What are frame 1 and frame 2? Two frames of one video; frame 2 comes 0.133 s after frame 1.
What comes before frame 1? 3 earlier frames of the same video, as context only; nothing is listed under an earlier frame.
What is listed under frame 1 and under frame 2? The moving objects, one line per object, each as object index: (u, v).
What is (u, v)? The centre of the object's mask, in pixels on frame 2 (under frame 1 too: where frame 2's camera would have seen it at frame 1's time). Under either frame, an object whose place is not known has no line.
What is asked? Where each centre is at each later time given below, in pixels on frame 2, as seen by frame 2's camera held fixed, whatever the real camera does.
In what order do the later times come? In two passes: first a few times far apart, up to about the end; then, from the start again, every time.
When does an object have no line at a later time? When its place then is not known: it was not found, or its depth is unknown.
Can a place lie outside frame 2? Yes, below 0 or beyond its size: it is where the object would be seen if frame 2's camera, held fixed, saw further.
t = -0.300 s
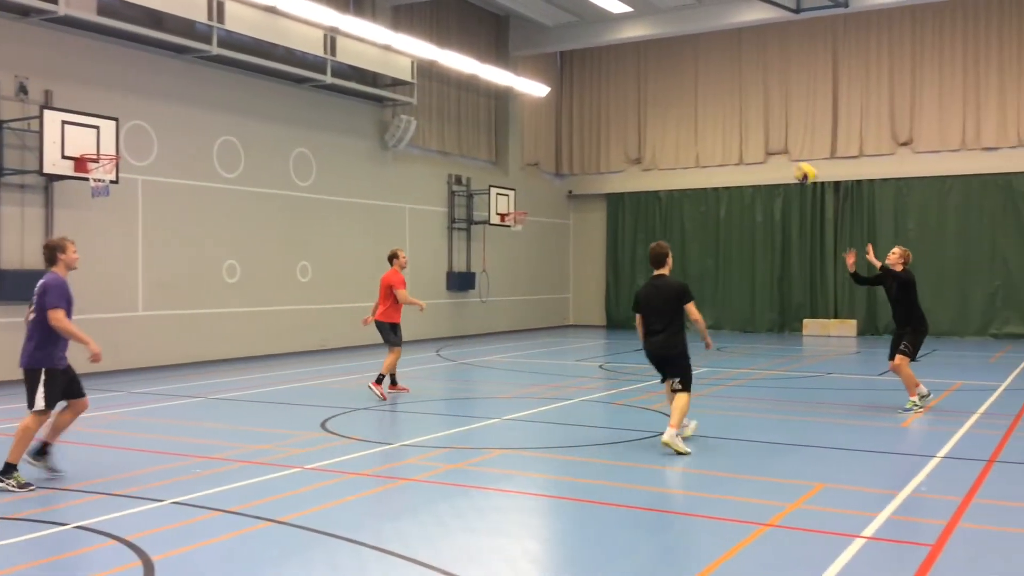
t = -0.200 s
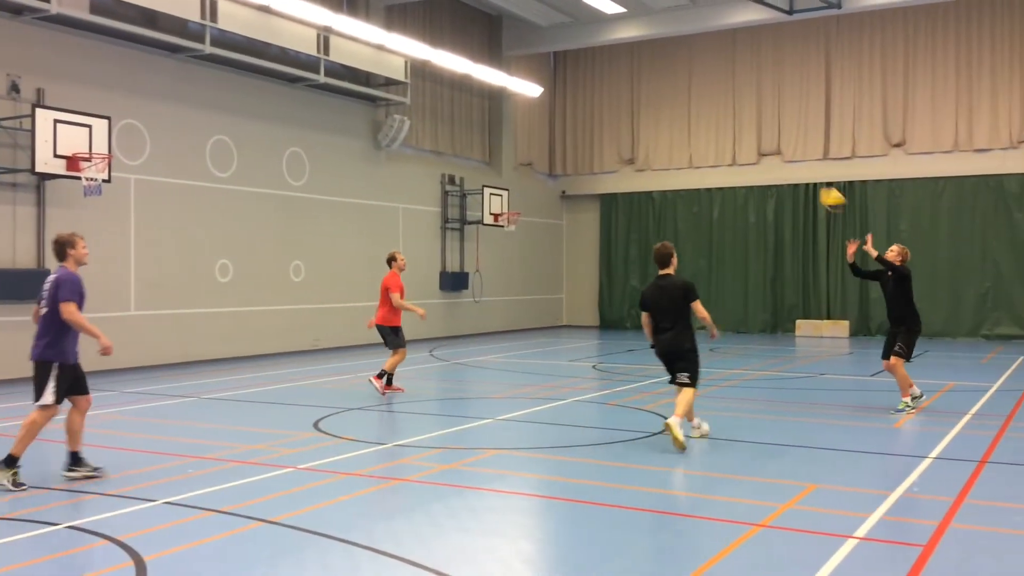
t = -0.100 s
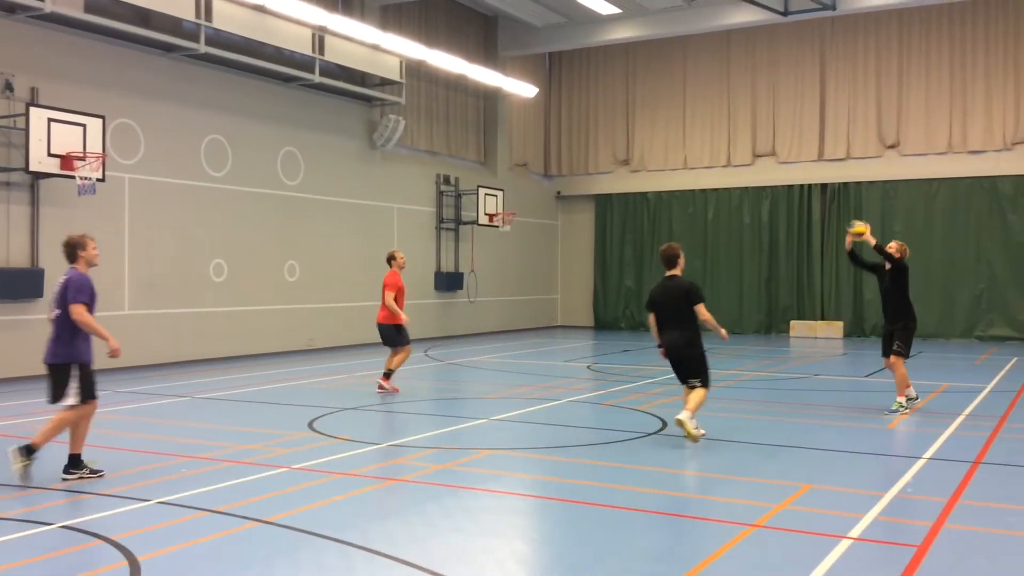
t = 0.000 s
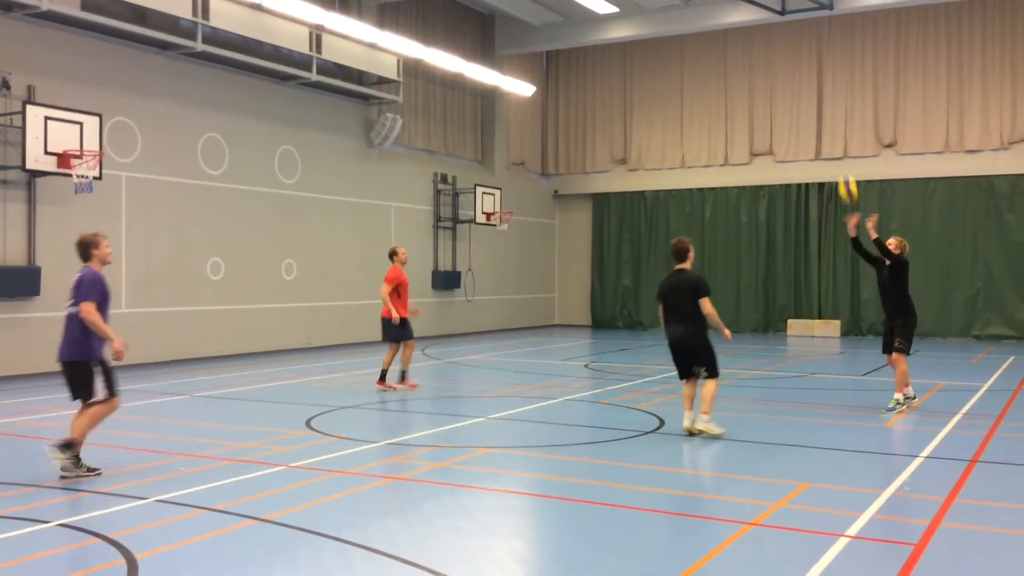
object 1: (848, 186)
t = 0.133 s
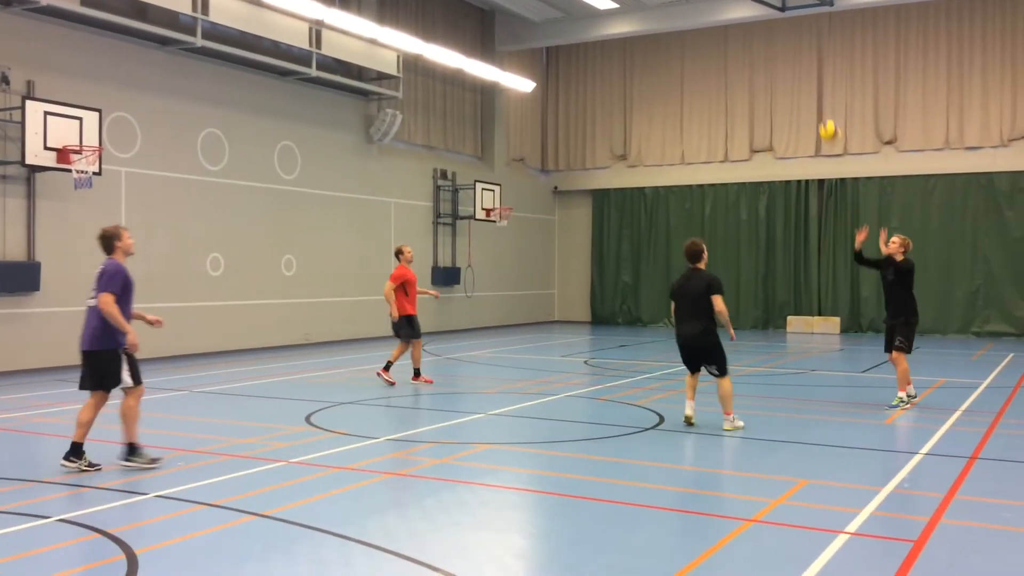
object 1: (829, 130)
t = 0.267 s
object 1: (811, 93)
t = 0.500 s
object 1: (777, 65)
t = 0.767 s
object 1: (737, 95)
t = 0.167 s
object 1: (824, 119)
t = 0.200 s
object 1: (820, 109)
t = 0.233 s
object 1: (815, 101)
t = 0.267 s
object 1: (811, 93)
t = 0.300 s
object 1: (806, 86)
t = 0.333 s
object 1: (801, 80)
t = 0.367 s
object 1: (796, 75)
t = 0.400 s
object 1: (791, 71)
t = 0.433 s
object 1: (787, 68)
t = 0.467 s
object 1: (782, 66)
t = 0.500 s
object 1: (777, 65)
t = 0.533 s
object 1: (772, 65)
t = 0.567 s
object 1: (767, 66)
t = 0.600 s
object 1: (762, 68)
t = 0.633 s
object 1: (758, 71)
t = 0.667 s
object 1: (752, 76)
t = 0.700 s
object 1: (747, 80)
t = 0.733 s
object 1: (741, 87)
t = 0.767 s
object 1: (737, 95)
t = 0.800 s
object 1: (732, 103)
